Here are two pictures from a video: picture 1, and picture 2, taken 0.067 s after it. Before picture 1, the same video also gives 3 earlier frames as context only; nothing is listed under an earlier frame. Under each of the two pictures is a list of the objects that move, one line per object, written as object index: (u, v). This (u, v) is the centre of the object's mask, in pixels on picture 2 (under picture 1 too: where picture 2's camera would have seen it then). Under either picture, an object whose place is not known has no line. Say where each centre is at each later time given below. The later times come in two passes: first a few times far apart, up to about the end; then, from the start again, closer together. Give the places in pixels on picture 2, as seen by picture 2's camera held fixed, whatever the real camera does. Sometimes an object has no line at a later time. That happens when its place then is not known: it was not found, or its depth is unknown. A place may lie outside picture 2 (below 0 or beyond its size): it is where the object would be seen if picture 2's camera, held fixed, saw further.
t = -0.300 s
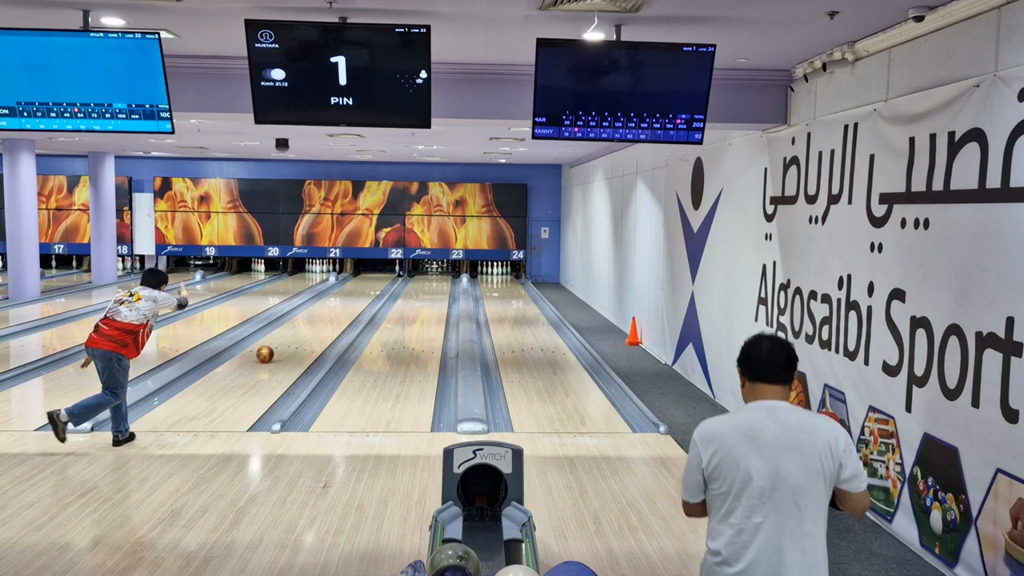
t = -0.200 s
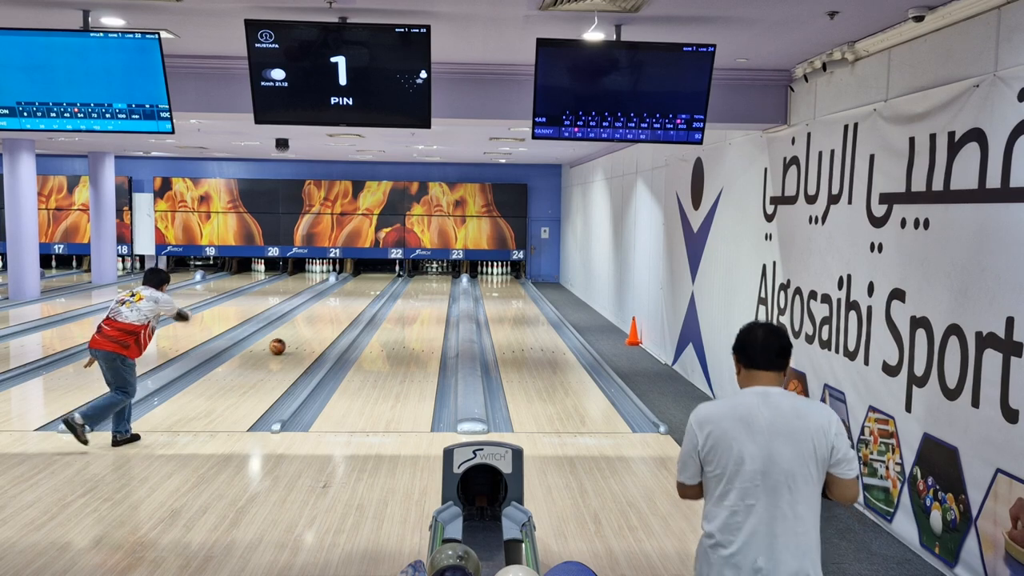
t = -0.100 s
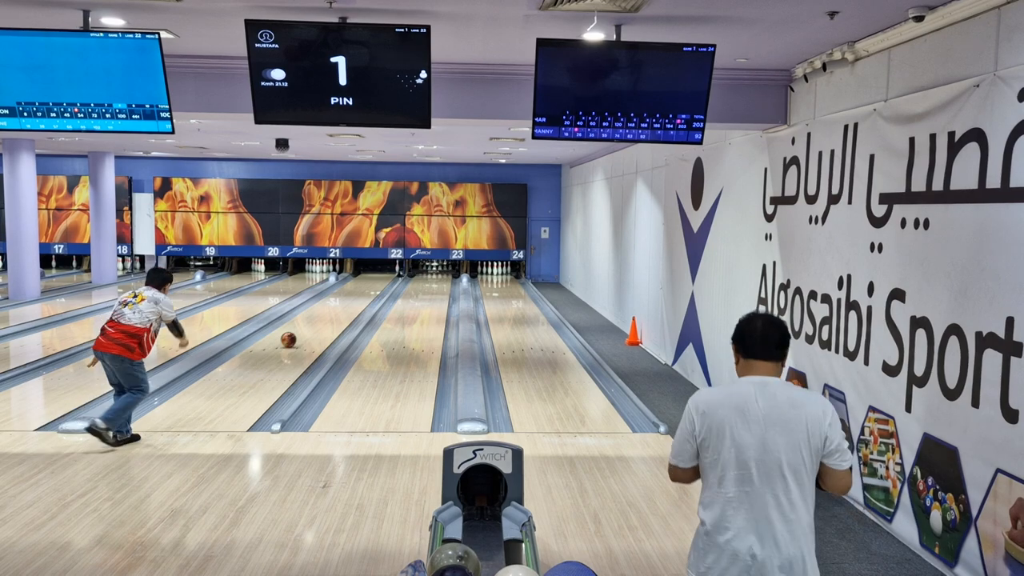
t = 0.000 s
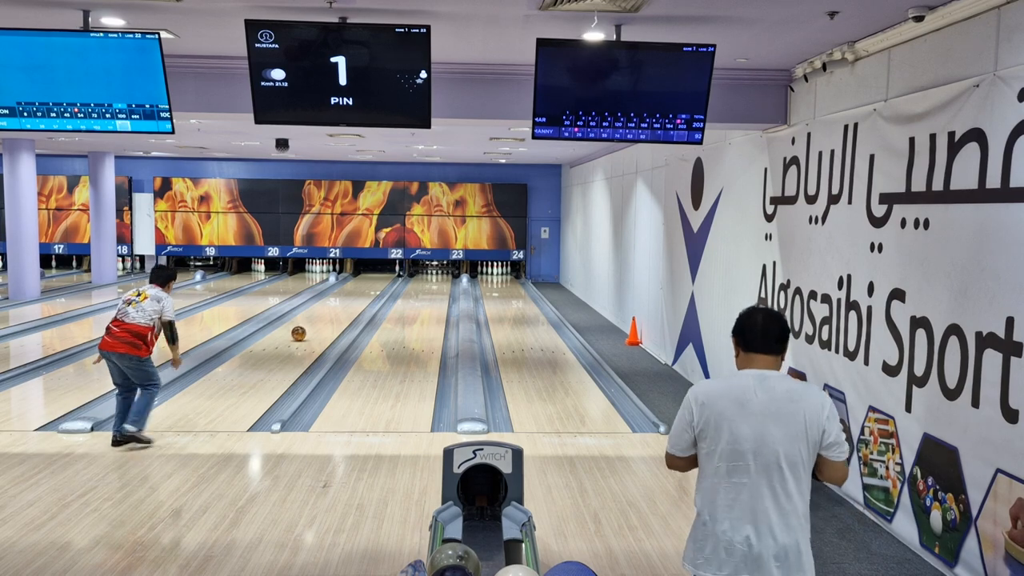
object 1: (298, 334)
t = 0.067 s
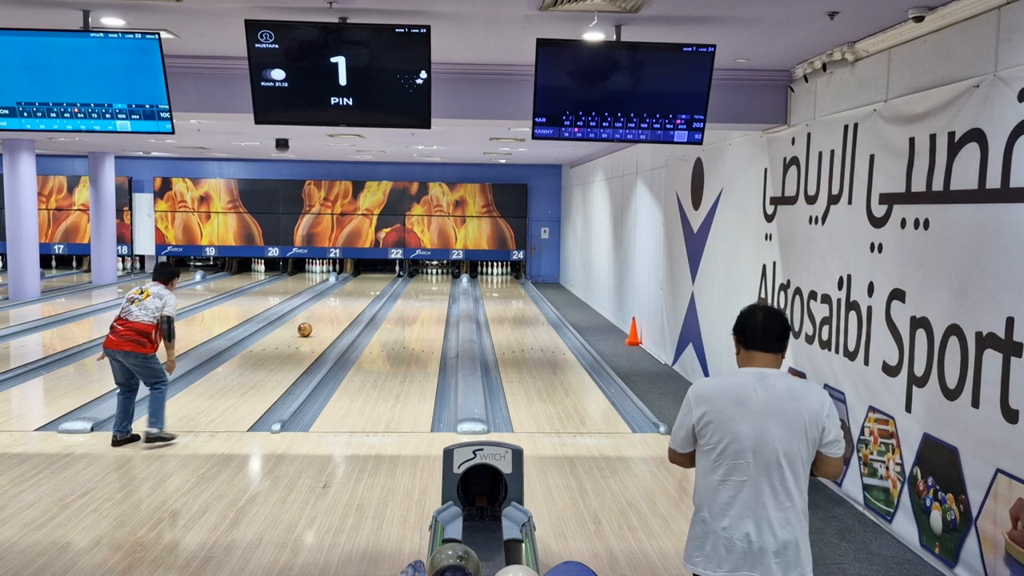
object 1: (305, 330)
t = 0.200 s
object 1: (316, 323)
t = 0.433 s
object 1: (332, 312)
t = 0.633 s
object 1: (345, 305)
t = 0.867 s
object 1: (356, 298)
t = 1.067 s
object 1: (365, 292)
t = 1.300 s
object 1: (373, 286)
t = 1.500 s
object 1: (379, 283)
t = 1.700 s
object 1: (385, 279)
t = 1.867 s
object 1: (388, 276)
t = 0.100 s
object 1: (308, 328)
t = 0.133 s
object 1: (310, 326)
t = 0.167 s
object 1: (313, 324)
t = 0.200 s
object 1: (316, 323)
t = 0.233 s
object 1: (319, 321)
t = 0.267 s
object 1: (321, 320)
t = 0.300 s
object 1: (323, 318)
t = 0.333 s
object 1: (326, 316)
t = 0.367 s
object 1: (328, 315)
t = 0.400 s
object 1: (330, 314)
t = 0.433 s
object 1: (332, 312)
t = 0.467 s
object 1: (334, 311)
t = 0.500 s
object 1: (337, 310)
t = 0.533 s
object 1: (339, 308)
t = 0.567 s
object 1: (340, 307)
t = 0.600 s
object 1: (342, 306)
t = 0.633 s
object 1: (345, 305)
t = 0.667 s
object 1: (346, 304)
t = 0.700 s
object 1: (348, 302)
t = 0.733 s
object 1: (350, 301)
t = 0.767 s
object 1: (351, 300)
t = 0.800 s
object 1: (352, 300)
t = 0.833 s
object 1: (355, 298)
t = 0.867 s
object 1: (356, 298)
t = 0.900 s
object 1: (357, 297)
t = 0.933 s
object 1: (359, 296)
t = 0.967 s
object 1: (360, 295)
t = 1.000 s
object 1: (362, 294)
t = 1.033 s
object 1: (363, 293)
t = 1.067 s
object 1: (365, 292)
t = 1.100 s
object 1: (366, 291)
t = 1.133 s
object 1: (367, 290)
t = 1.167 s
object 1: (368, 289)
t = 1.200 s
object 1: (370, 289)
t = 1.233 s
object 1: (371, 288)
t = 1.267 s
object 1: (372, 287)
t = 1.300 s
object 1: (373, 286)
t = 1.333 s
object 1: (375, 286)
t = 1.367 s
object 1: (375, 286)
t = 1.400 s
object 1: (376, 285)
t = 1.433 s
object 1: (377, 284)
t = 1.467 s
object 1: (378, 283)
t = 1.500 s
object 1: (379, 283)
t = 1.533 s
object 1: (381, 282)
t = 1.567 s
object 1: (381, 282)
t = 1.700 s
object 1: (385, 279)
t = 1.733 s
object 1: (385, 279)
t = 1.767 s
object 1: (386, 278)
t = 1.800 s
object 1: (387, 278)
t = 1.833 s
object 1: (387, 277)
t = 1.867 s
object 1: (388, 276)
